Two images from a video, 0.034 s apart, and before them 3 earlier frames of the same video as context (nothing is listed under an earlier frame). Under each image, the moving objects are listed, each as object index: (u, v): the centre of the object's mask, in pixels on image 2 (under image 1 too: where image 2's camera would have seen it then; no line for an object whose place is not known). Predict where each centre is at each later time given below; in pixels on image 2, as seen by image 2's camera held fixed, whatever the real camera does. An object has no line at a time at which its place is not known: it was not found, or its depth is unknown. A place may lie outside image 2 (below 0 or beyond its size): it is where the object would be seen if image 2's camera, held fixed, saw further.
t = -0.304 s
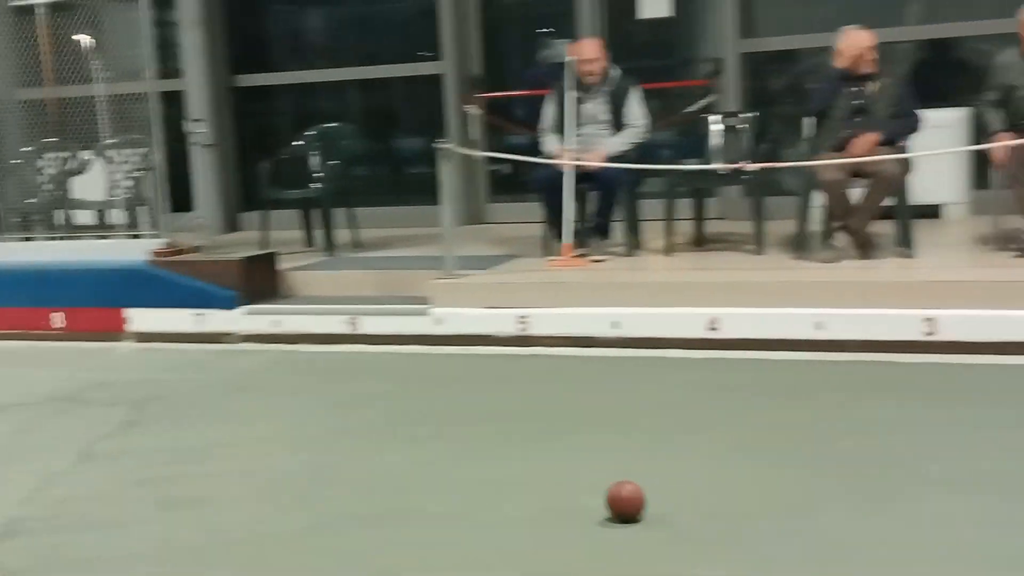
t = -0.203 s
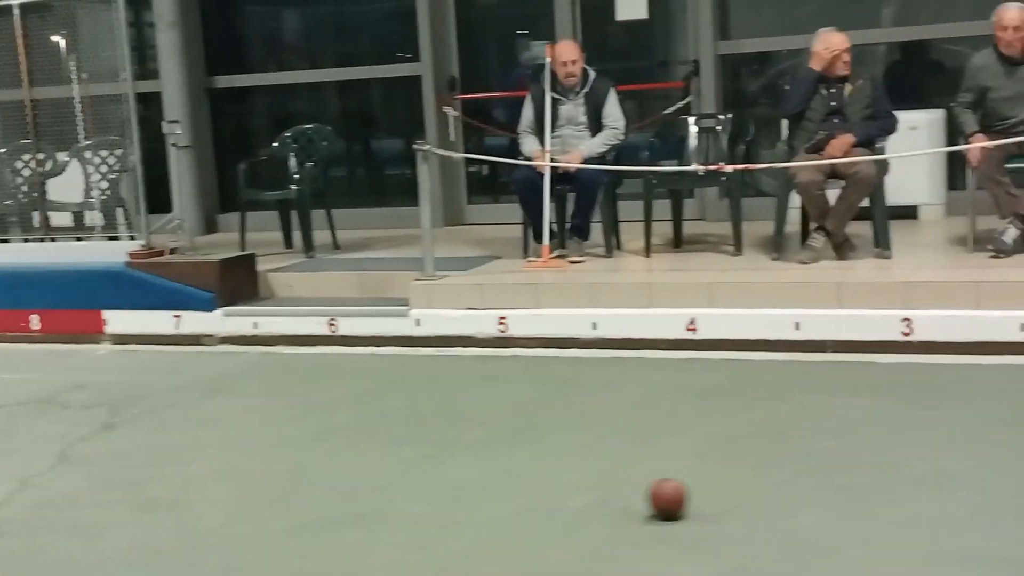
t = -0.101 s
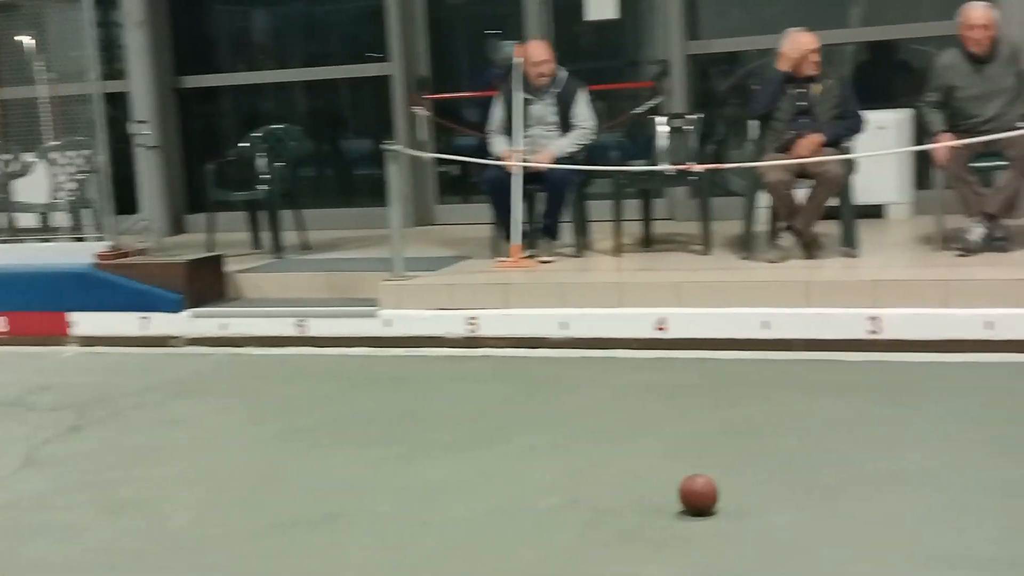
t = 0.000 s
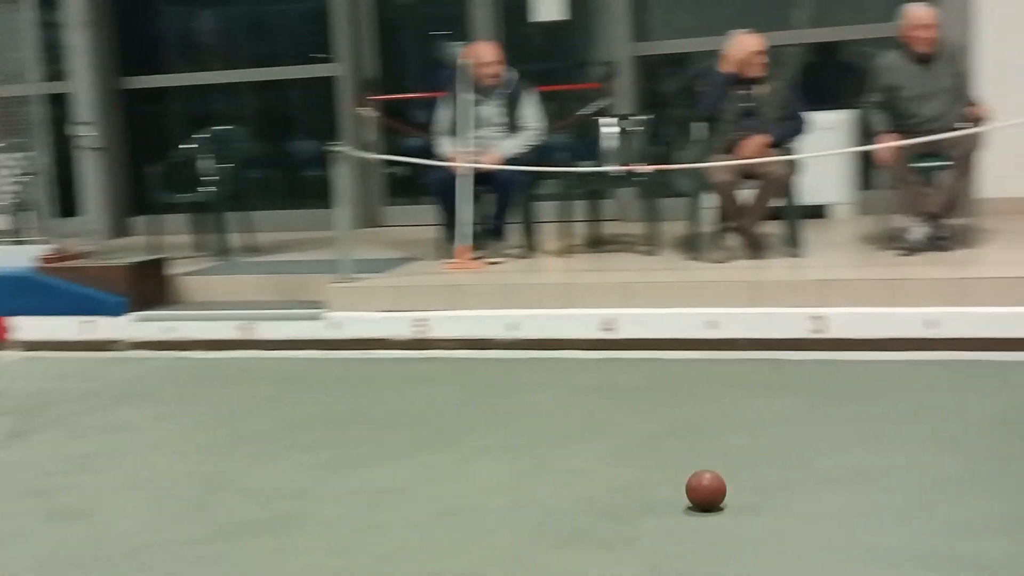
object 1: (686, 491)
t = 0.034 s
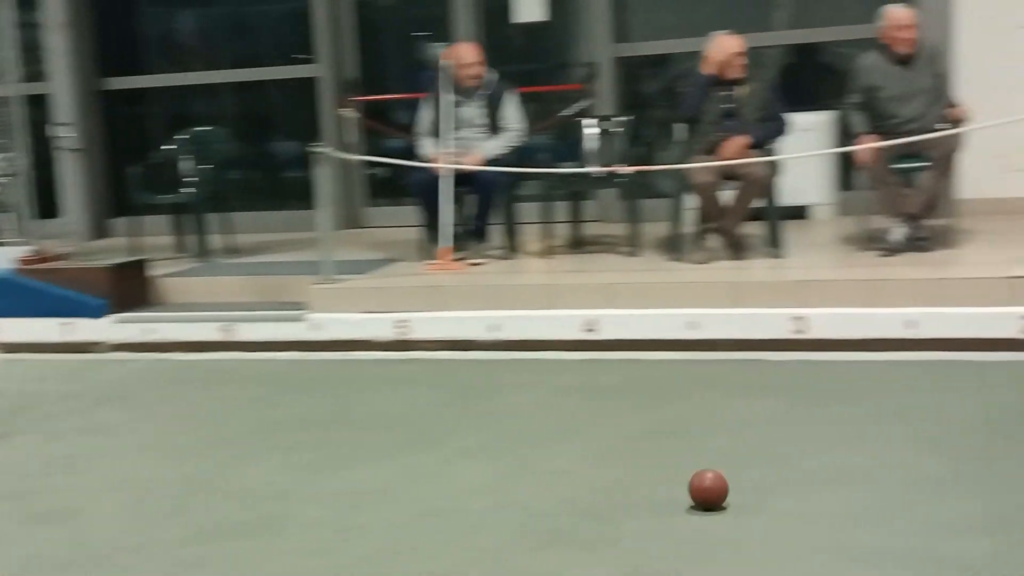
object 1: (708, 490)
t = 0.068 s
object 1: (731, 489)
